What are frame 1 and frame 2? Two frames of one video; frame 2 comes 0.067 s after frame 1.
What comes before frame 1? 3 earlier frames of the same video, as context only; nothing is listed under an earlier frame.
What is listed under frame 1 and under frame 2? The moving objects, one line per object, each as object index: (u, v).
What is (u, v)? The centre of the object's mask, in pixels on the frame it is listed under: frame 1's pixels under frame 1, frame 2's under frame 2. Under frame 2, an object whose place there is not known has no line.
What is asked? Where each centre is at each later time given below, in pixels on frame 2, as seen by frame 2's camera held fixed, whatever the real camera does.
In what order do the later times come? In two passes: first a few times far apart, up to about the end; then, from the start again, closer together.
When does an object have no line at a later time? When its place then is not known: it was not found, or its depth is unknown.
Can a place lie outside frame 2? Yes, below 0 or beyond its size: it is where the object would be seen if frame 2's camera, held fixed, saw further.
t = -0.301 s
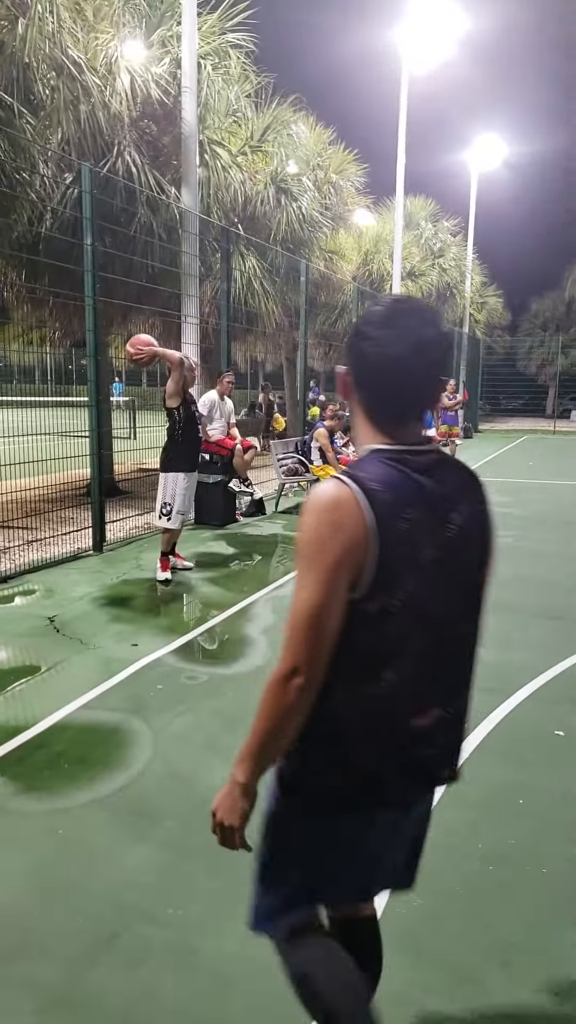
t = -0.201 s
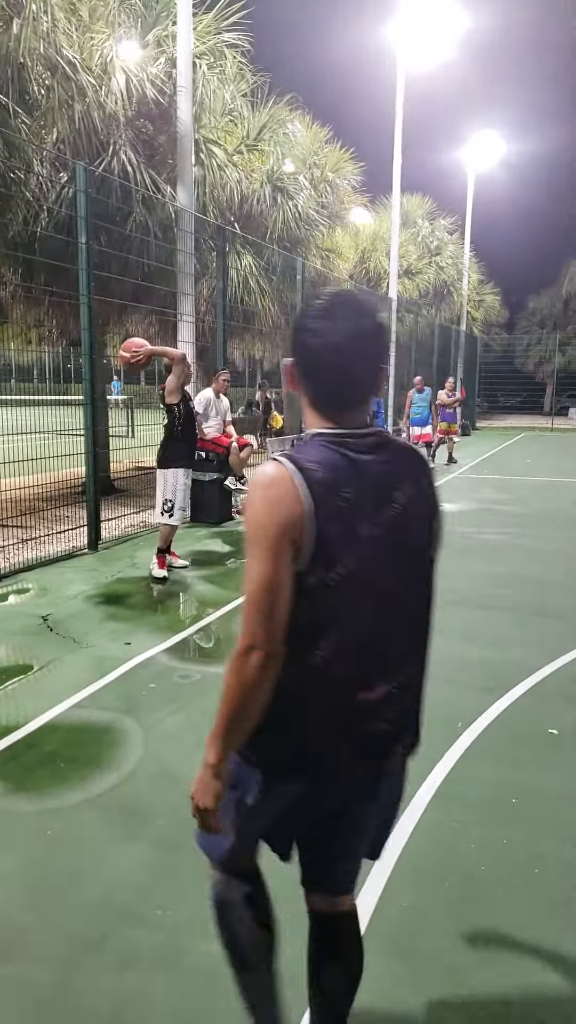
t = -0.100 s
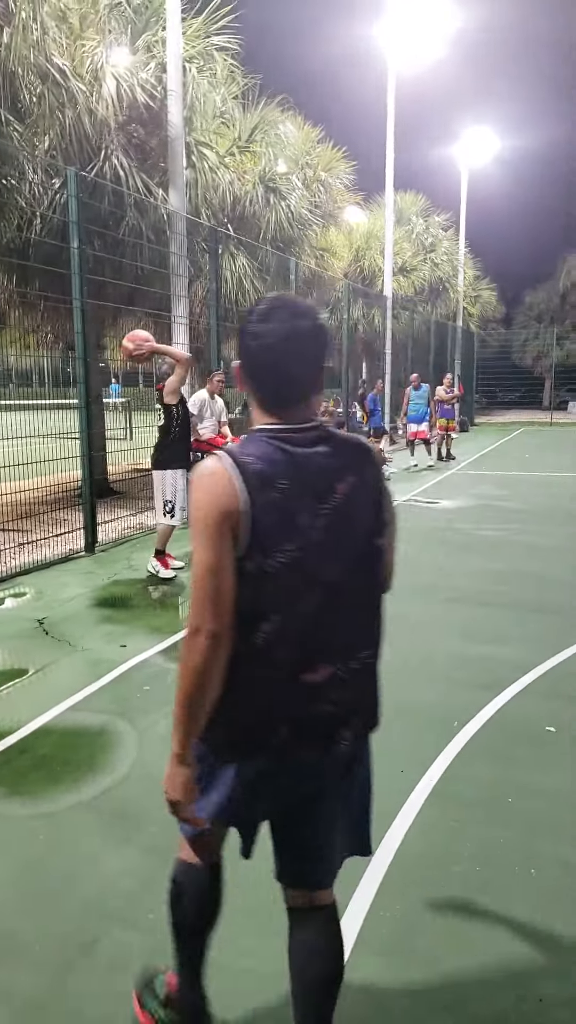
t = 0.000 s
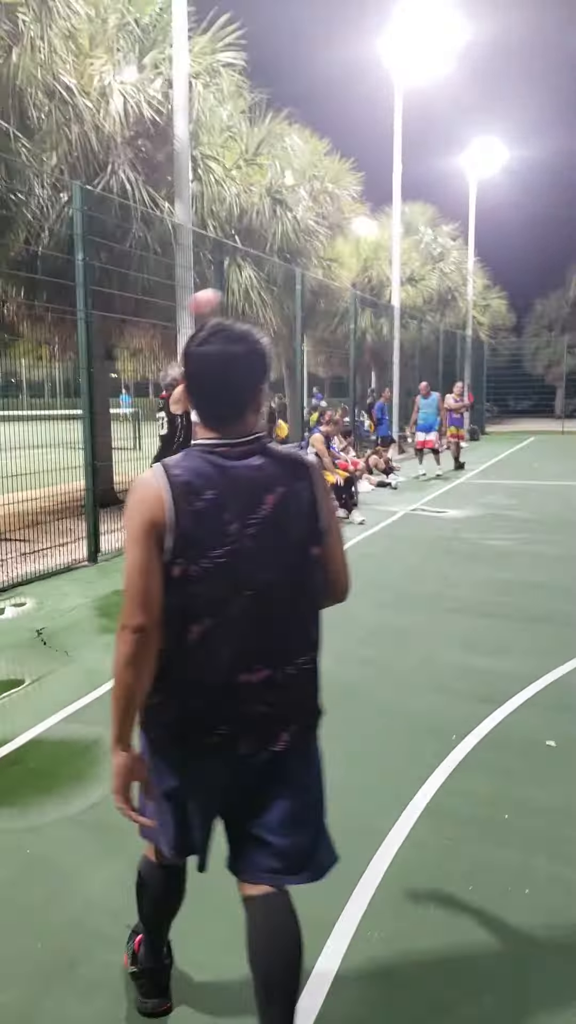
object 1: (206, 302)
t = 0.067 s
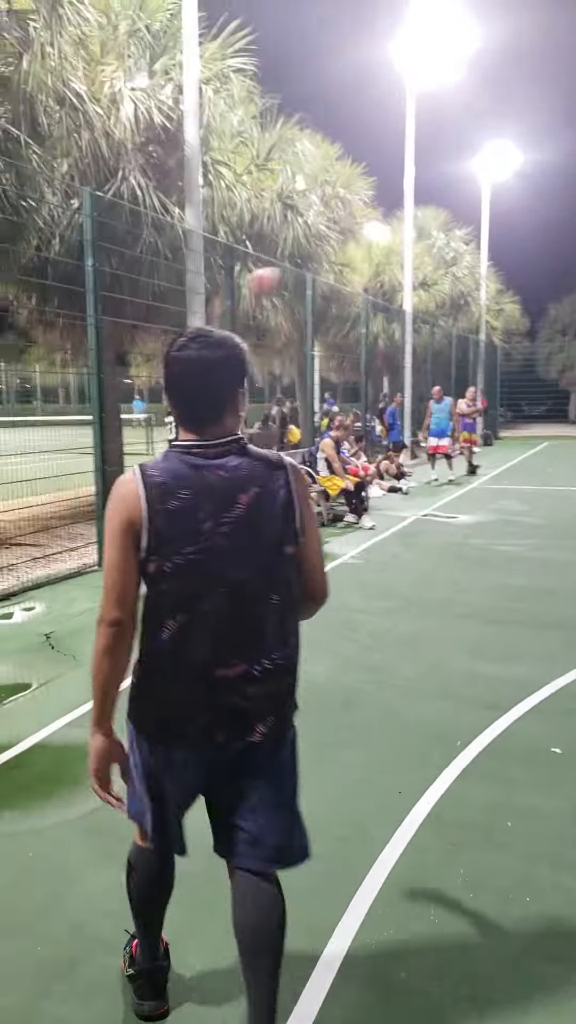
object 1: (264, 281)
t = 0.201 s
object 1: (351, 250)
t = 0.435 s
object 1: (485, 251)
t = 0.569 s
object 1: (553, 276)
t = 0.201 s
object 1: (351, 250)
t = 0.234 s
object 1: (372, 248)
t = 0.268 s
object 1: (395, 244)
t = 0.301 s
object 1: (413, 242)
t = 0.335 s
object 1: (432, 243)
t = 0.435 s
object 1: (485, 251)
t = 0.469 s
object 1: (503, 254)
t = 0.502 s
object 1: (520, 263)
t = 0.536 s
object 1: (537, 269)
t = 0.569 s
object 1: (553, 276)
